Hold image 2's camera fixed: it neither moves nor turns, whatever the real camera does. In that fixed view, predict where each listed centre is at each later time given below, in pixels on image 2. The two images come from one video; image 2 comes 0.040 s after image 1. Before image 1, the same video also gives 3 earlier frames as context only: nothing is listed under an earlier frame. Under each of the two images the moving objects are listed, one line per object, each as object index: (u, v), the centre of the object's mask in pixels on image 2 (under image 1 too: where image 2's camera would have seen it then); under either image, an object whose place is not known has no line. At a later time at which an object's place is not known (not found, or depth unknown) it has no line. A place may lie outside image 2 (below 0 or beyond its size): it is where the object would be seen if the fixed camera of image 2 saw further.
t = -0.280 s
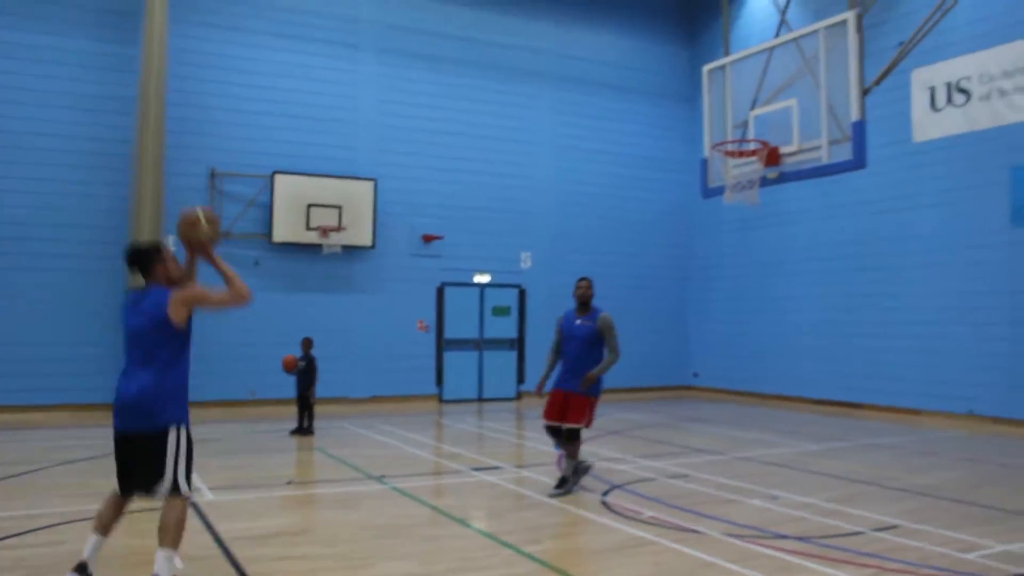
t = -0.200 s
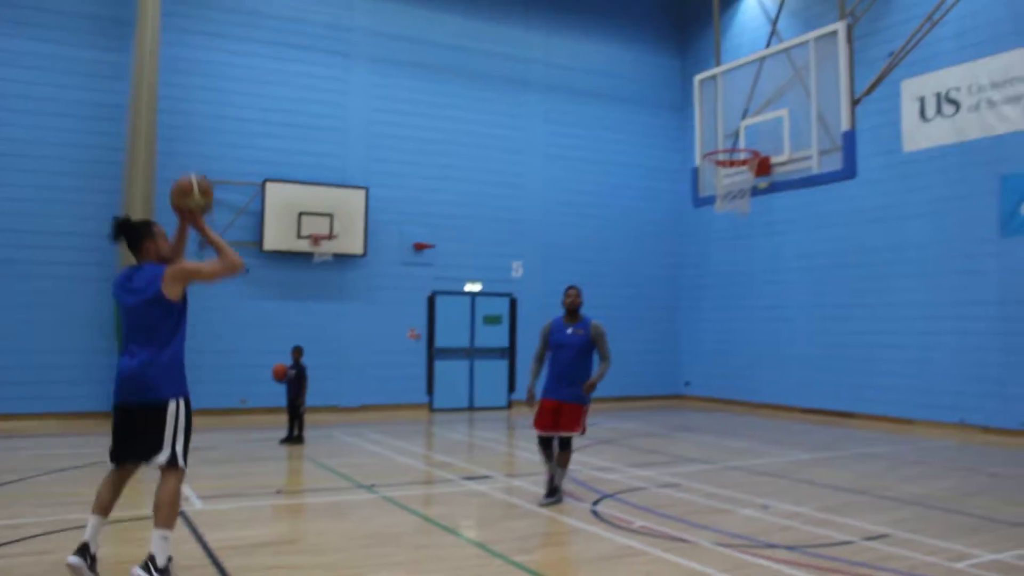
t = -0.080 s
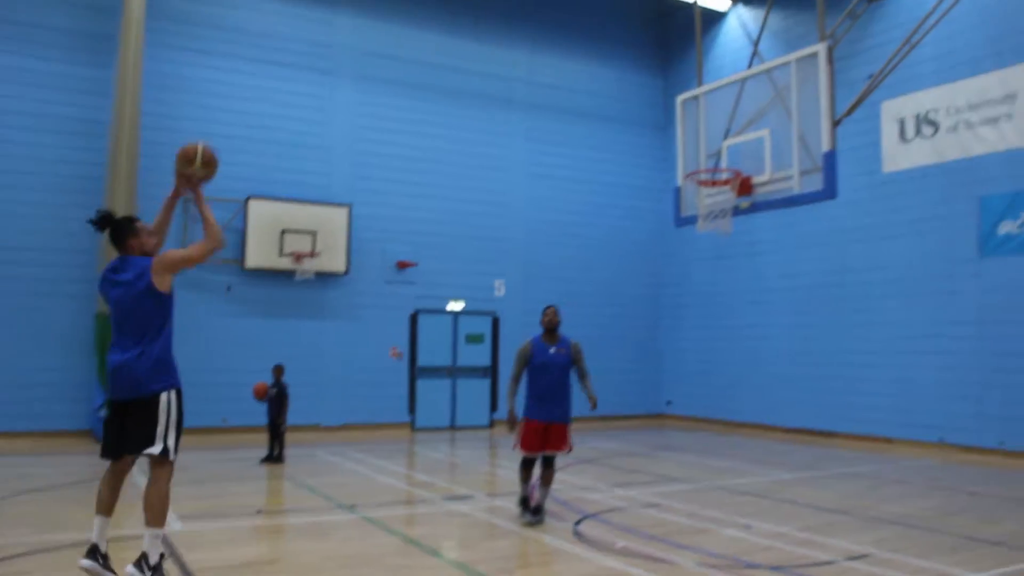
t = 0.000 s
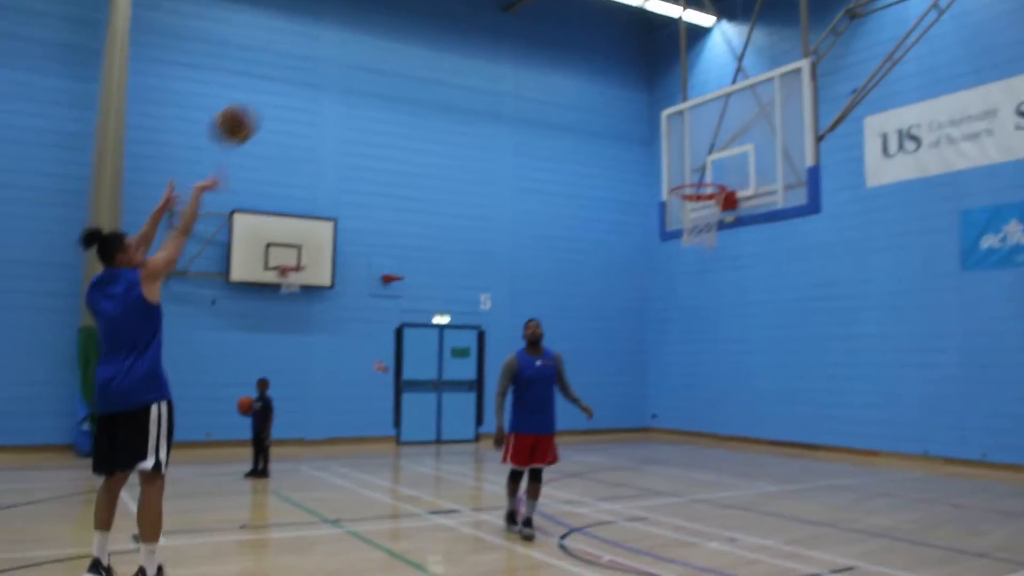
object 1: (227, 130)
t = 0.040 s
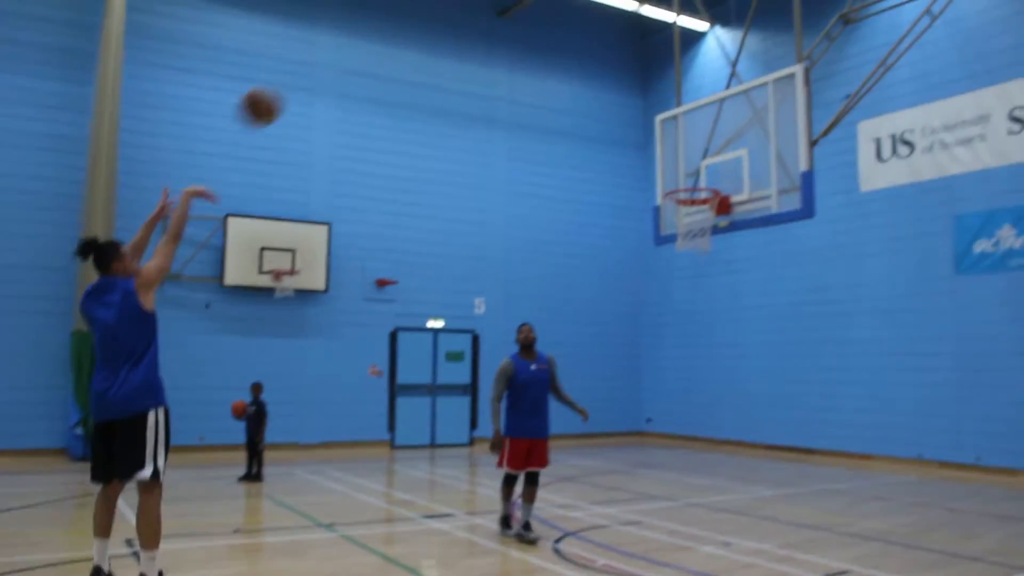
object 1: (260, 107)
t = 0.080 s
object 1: (293, 86)
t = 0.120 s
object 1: (322, 71)
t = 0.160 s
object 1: (350, 59)
